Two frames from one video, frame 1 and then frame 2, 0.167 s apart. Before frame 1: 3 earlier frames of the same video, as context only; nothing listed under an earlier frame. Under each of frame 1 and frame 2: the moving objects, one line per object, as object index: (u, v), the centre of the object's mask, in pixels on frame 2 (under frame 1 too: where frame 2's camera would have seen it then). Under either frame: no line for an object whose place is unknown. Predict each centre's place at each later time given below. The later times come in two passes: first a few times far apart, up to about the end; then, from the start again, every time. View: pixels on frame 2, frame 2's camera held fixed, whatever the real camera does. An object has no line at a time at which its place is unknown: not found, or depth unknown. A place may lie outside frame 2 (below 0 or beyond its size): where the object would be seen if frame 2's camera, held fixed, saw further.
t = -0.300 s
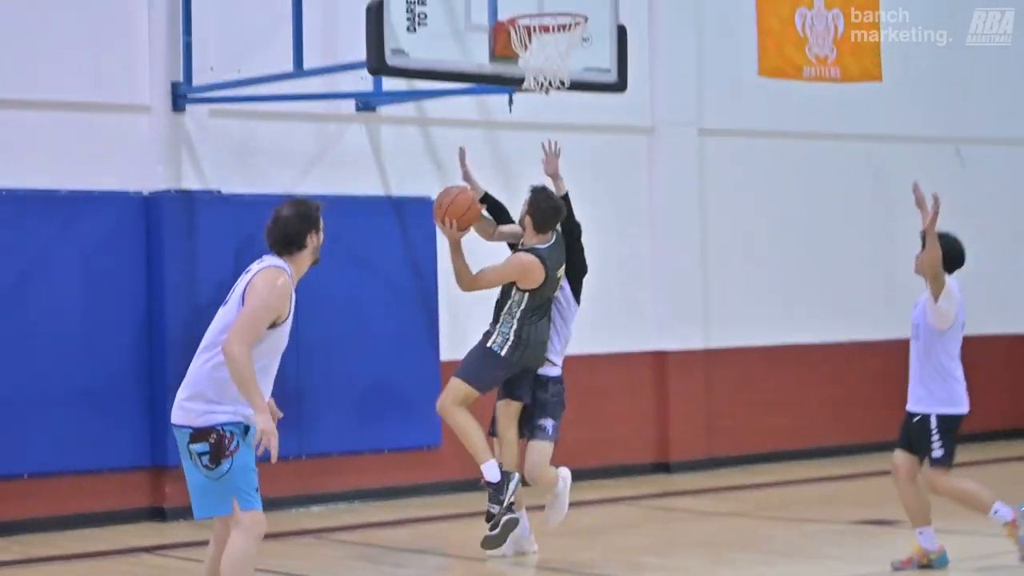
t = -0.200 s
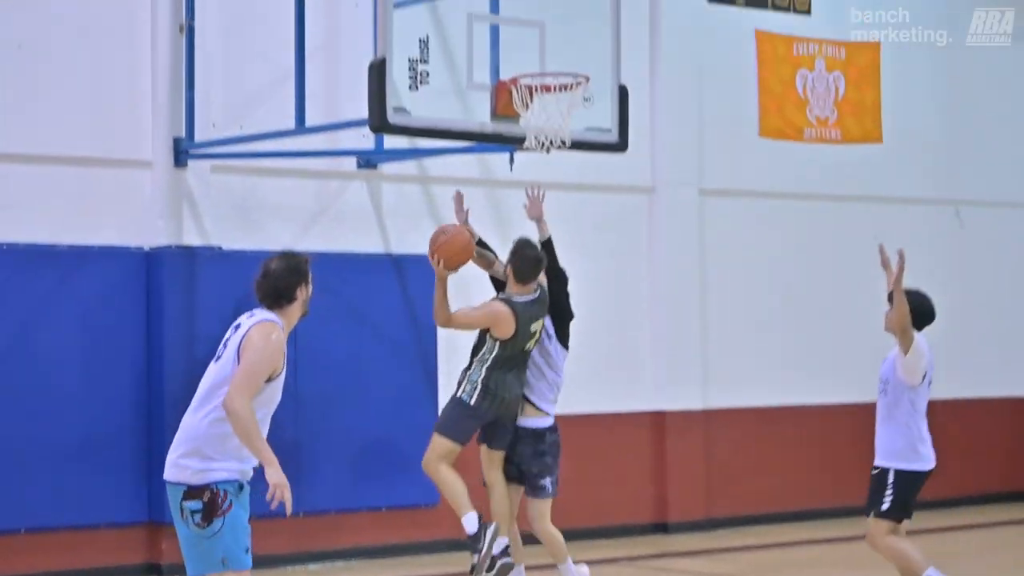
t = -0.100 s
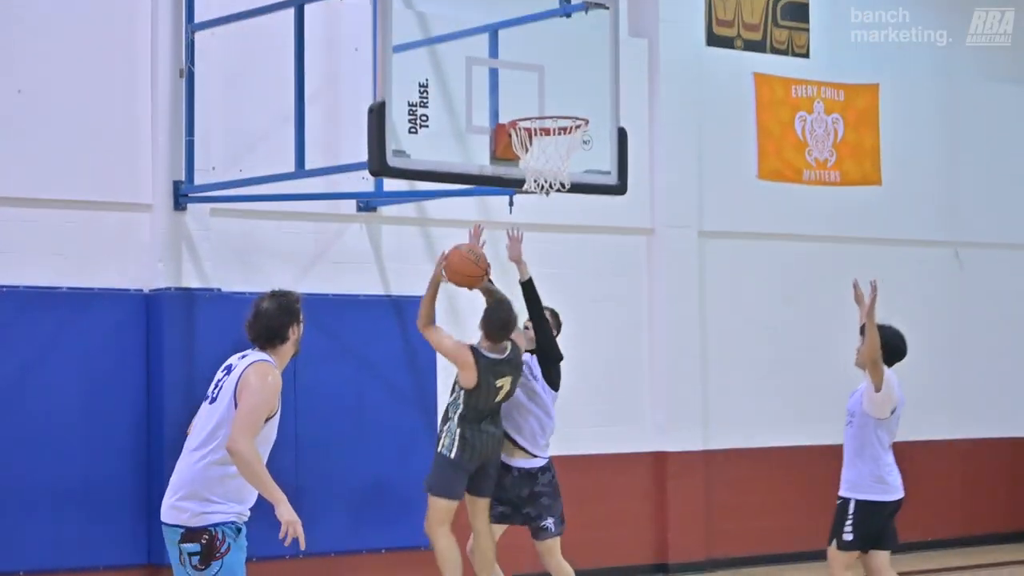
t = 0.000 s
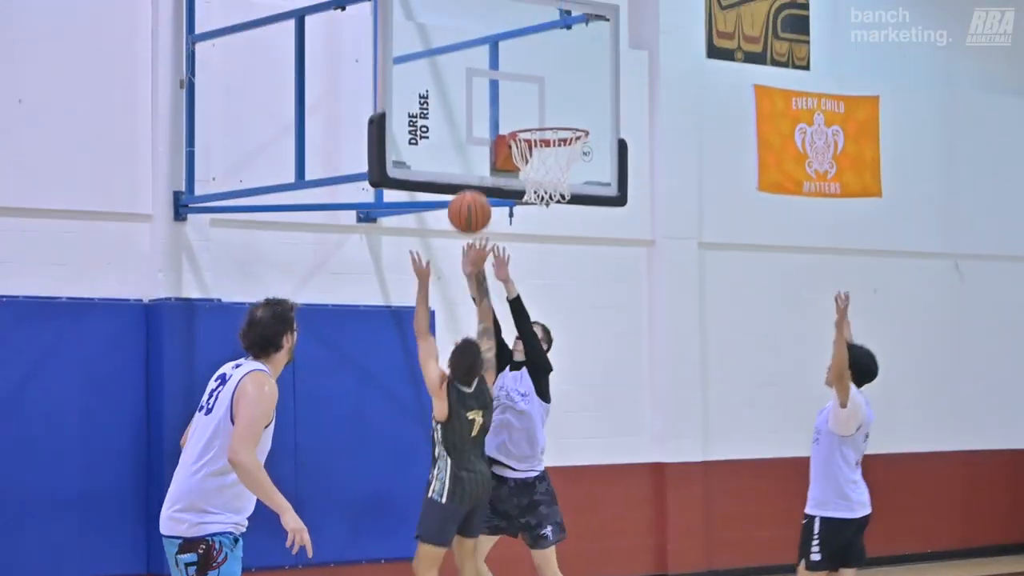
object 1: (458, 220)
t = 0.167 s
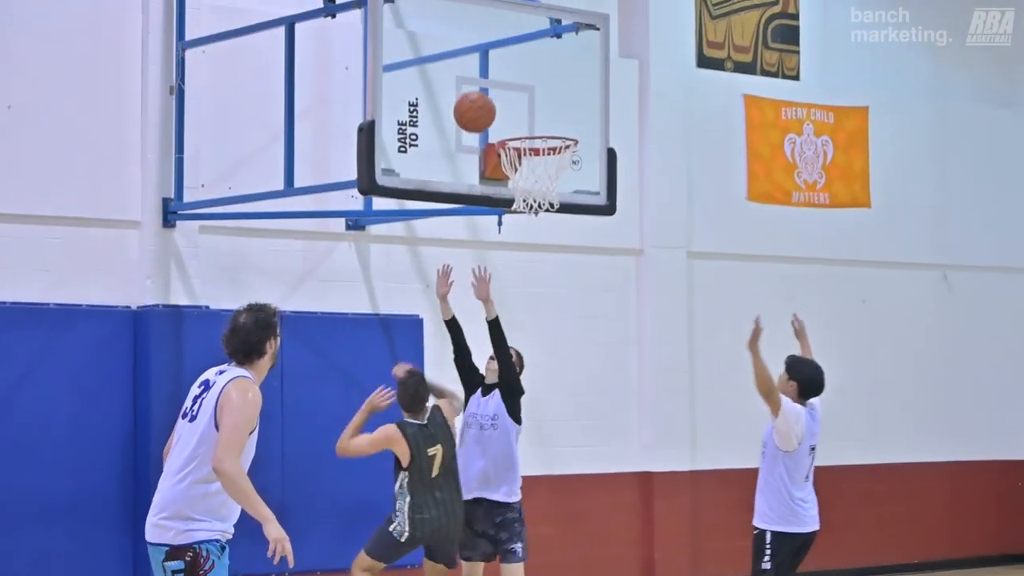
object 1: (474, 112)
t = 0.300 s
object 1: (488, 63)
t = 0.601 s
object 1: (521, 63)
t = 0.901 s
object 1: (562, 95)
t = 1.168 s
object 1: (575, 104)
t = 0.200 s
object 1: (478, 96)
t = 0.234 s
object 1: (481, 83)
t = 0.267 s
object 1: (484, 71)
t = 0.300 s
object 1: (488, 63)
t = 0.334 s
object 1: (491, 55)
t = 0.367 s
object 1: (494, 50)
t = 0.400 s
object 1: (497, 46)
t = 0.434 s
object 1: (500, 45)
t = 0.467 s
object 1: (503, 45)
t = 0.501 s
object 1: (506, 47)
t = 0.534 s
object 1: (510, 51)
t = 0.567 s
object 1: (515, 57)
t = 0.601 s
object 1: (521, 63)
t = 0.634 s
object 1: (528, 72)
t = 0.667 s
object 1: (535, 83)
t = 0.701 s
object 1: (542, 95)
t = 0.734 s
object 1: (549, 109)
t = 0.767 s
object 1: (555, 124)
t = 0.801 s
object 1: (558, 121)
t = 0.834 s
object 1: (559, 111)
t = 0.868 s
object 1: (561, 102)
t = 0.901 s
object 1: (562, 95)
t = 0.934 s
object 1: (564, 89)
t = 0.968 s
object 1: (565, 86)
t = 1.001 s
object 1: (566, 84)
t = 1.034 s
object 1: (568, 85)
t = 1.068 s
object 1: (570, 87)
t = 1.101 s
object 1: (571, 91)
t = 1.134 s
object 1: (573, 96)
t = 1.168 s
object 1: (575, 104)
